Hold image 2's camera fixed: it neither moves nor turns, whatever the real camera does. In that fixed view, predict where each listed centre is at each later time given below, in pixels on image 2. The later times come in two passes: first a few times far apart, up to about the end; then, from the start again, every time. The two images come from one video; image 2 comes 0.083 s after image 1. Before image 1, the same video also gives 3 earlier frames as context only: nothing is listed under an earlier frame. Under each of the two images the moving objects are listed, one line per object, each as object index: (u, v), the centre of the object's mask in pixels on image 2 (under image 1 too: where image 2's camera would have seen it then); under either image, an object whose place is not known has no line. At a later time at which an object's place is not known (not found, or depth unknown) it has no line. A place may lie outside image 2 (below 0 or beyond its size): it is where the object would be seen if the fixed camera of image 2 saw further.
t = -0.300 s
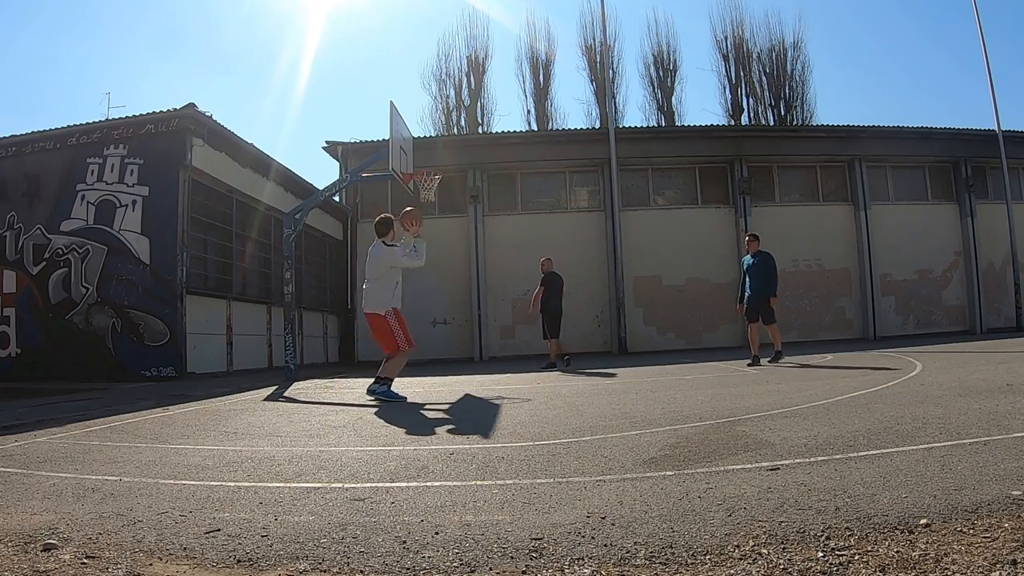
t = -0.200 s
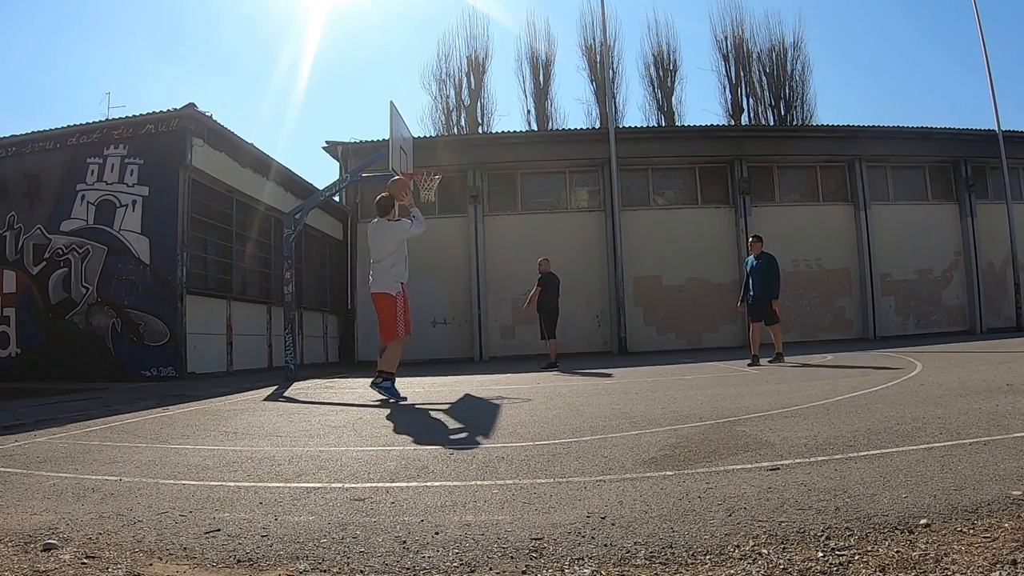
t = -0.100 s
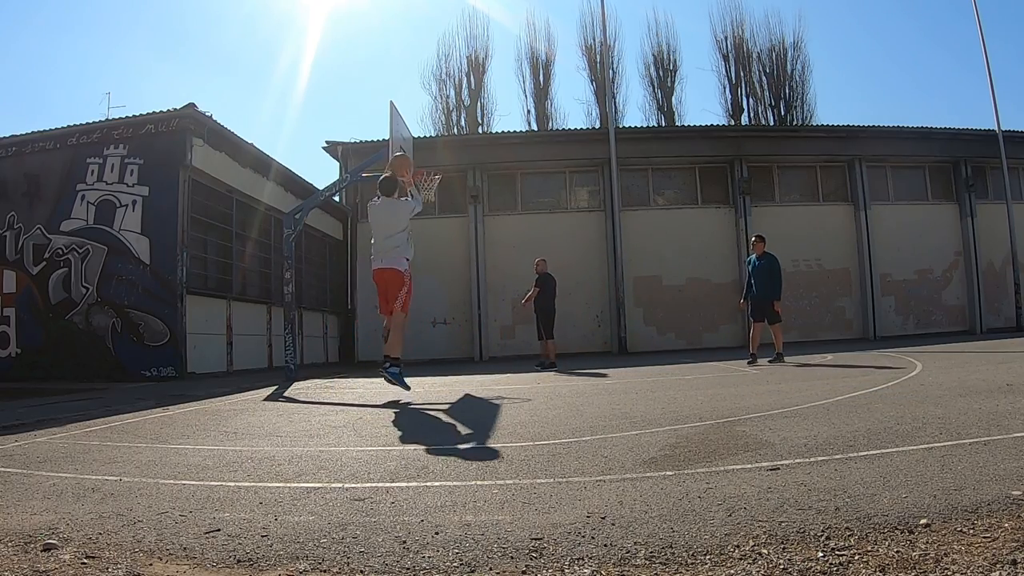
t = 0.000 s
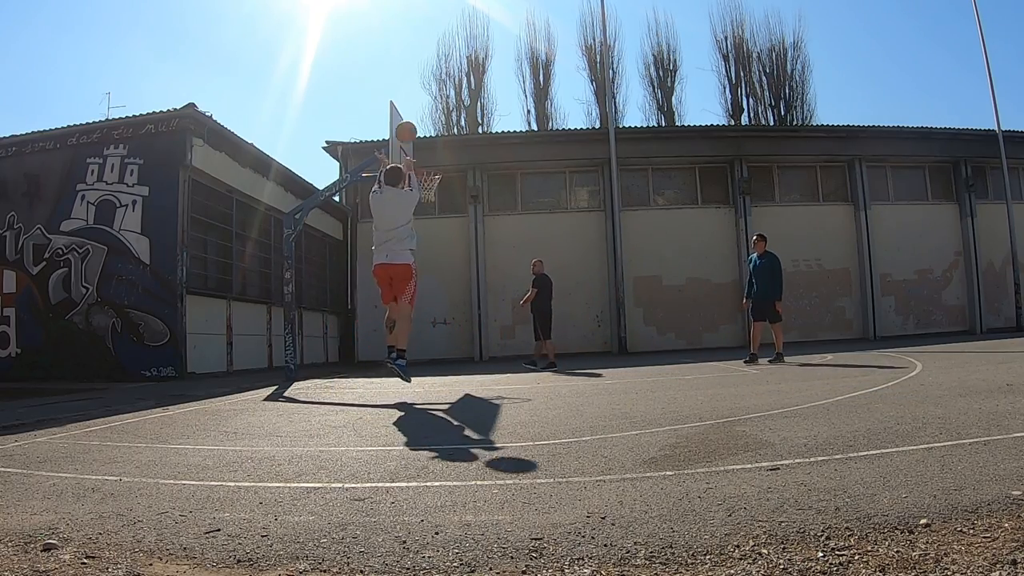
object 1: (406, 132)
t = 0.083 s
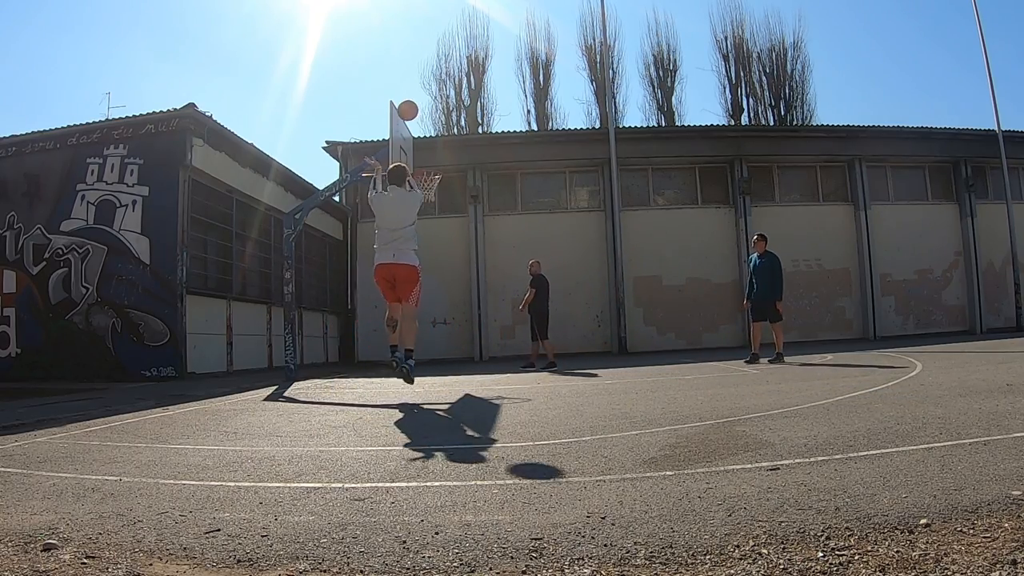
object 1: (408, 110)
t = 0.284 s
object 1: (411, 87)
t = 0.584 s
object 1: (415, 110)
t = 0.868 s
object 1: (414, 159)
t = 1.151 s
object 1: (408, 142)
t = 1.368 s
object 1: (415, 164)
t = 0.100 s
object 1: (408, 107)
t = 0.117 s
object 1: (408, 104)
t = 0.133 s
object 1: (409, 101)
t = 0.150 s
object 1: (409, 98)
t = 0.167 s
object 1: (409, 96)
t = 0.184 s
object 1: (409, 94)
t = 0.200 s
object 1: (410, 93)
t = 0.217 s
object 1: (410, 91)
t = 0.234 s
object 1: (410, 90)
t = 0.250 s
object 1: (411, 89)
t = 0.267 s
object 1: (411, 88)
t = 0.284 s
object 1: (411, 87)
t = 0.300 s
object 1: (411, 87)
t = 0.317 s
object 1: (412, 87)
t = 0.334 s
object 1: (412, 87)
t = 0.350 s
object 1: (412, 87)
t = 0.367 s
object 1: (412, 88)
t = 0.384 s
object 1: (412, 88)
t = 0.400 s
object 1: (413, 89)
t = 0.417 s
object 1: (413, 90)
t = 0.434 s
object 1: (413, 92)
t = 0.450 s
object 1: (413, 93)
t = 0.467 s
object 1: (413, 95)
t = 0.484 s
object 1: (413, 96)
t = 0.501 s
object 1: (414, 98)
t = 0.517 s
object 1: (414, 100)
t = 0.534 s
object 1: (414, 102)
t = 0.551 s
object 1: (414, 105)
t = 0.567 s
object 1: (414, 107)
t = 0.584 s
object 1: (415, 110)
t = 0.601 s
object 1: (415, 113)
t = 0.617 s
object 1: (415, 116)
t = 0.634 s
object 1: (415, 119)
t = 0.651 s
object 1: (415, 122)
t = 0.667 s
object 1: (416, 126)
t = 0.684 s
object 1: (416, 130)
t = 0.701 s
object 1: (416, 133)
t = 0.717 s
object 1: (416, 136)
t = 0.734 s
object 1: (416, 141)
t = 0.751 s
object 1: (416, 144)
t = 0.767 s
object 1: (416, 148)
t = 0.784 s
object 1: (416, 153)
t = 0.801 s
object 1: (417, 158)
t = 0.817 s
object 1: (416, 162)
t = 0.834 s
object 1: (417, 164)
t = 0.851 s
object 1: (416, 162)
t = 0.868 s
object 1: (414, 159)
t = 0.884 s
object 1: (412, 157)
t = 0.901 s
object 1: (410, 155)
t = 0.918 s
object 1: (409, 153)
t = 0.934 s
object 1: (406, 151)
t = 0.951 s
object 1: (404, 149)
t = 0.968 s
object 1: (403, 147)
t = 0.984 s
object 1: (403, 146)
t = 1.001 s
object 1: (404, 145)
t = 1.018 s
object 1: (405, 144)
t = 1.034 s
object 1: (405, 143)
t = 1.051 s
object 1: (405, 142)
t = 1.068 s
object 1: (406, 142)
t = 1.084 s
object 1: (406, 142)
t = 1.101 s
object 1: (406, 142)
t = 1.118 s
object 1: (407, 141)
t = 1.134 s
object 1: (408, 142)
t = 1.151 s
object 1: (408, 142)
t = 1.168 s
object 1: (409, 142)
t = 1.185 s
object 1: (409, 143)
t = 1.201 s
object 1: (411, 144)
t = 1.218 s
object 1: (411, 145)
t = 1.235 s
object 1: (411, 146)
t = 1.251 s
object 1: (411, 147)
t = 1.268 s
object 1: (412, 149)
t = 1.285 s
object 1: (413, 151)
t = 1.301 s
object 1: (413, 153)
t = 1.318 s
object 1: (415, 157)
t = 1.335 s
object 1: (415, 158)
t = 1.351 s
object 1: (415, 161)
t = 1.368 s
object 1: (415, 164)
